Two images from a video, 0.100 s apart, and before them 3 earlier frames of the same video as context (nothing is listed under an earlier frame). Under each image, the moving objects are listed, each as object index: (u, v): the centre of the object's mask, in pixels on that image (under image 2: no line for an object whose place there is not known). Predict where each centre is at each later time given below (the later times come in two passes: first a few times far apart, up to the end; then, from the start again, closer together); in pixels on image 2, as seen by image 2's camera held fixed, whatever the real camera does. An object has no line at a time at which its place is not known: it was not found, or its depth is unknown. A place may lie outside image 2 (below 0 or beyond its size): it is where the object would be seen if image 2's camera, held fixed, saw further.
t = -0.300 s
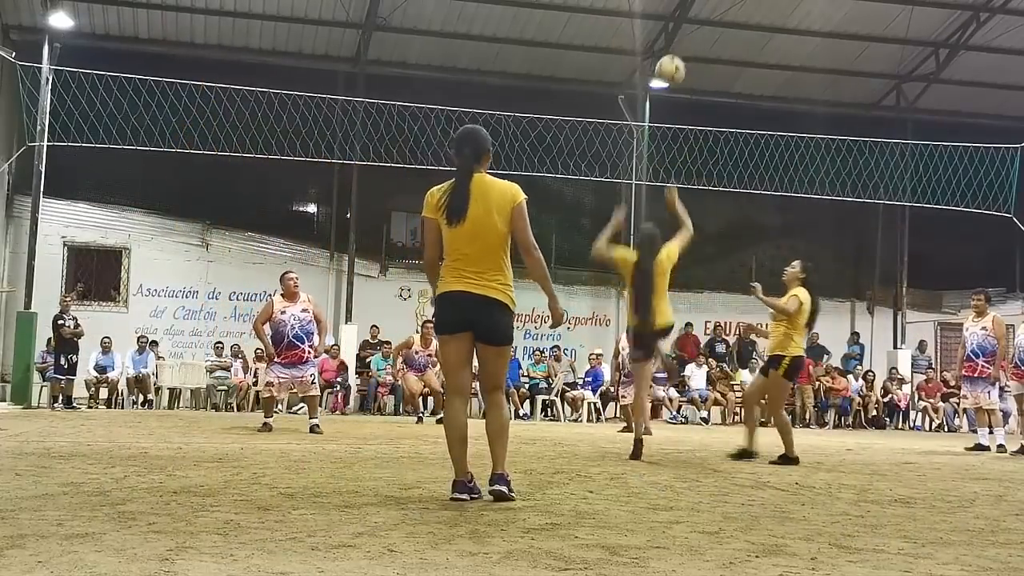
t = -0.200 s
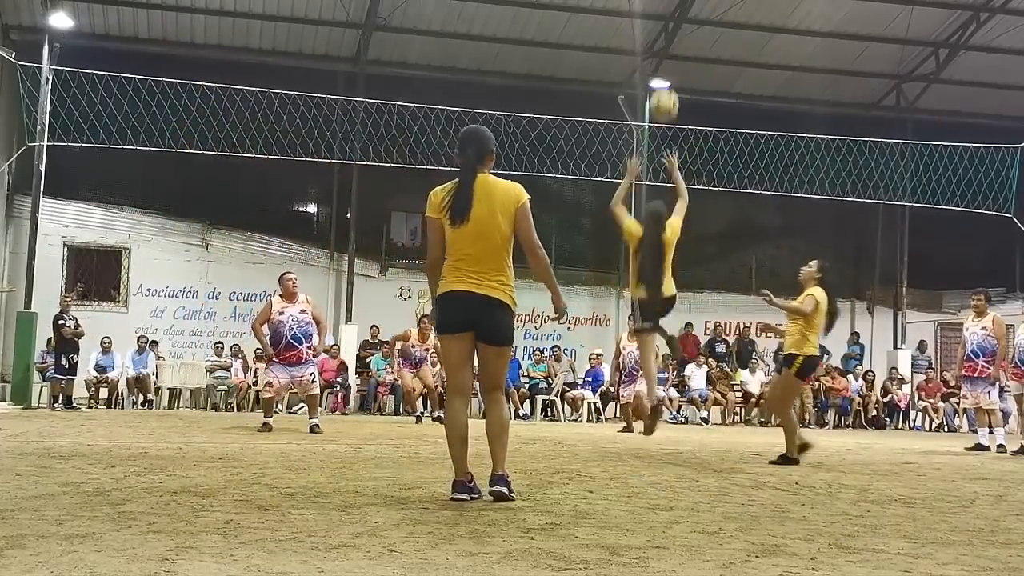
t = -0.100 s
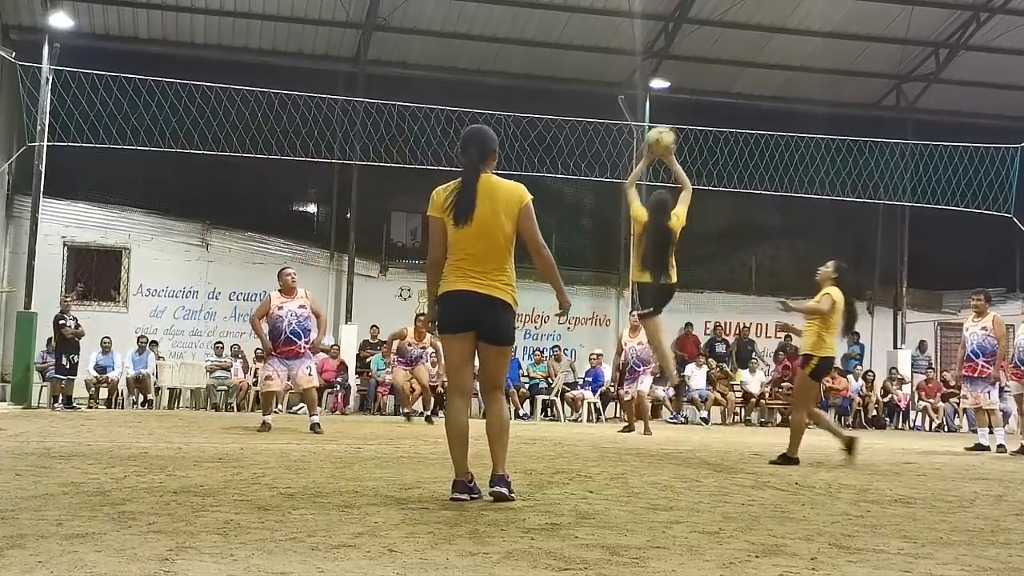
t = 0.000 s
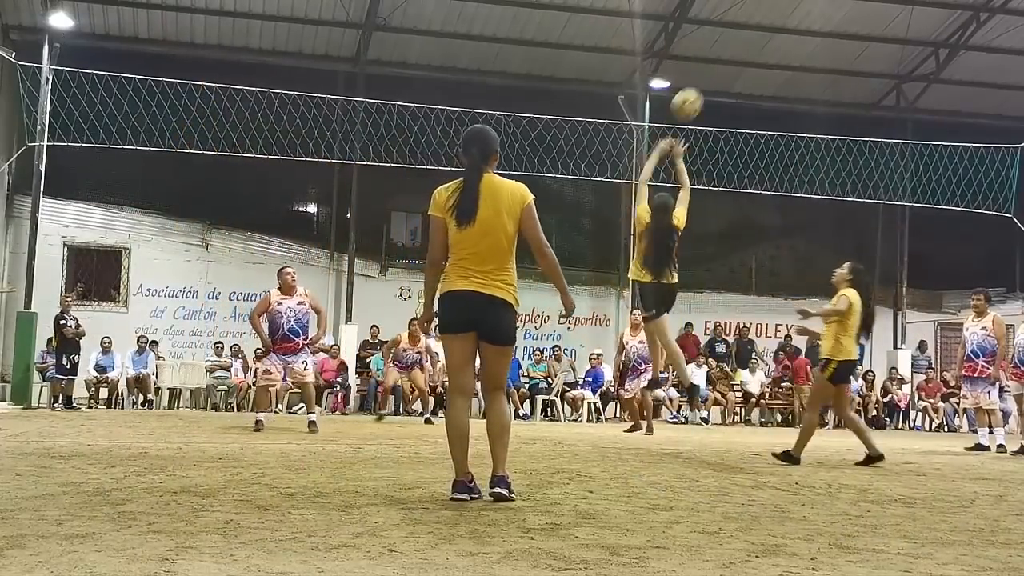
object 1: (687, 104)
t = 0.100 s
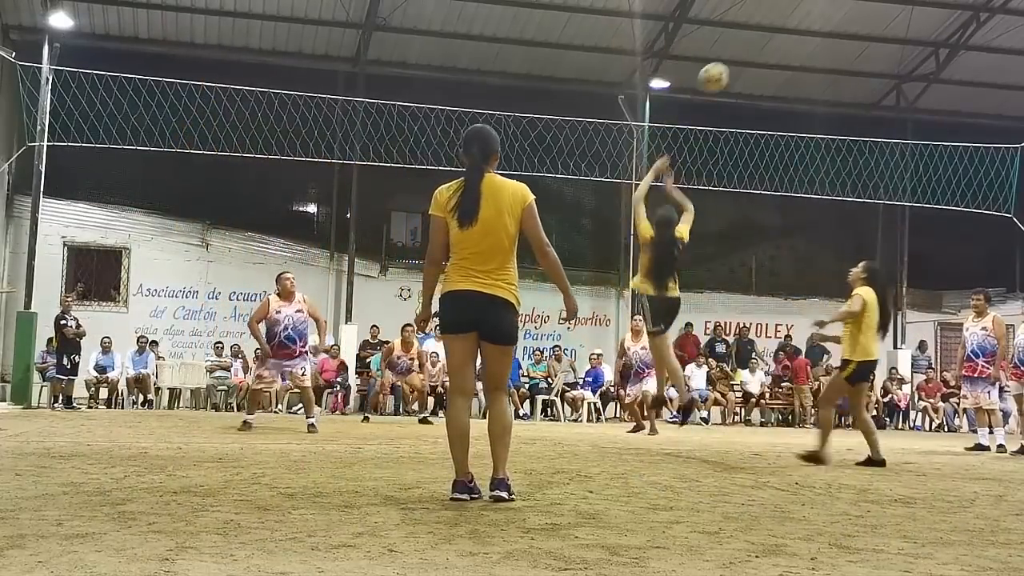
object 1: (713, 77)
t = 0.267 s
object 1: (753, 63)
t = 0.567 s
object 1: (812, 112)
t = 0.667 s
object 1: (829, 146)
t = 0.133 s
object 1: (722, 71)
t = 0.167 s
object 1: (730, 67)
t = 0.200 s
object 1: (738, 64)
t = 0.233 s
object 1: (746, 63)
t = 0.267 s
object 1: (753, 63)
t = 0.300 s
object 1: (760, 64)
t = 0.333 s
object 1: (767, 65)
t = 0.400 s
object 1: (780, 74)
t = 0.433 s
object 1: (787, 79)
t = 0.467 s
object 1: (794, 86)
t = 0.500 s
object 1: (800, 94)
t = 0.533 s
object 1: (806, 102)
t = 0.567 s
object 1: (812, 112)
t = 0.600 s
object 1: (818, 121)
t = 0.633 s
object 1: (823, 134)
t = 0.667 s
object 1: (829, 146)
